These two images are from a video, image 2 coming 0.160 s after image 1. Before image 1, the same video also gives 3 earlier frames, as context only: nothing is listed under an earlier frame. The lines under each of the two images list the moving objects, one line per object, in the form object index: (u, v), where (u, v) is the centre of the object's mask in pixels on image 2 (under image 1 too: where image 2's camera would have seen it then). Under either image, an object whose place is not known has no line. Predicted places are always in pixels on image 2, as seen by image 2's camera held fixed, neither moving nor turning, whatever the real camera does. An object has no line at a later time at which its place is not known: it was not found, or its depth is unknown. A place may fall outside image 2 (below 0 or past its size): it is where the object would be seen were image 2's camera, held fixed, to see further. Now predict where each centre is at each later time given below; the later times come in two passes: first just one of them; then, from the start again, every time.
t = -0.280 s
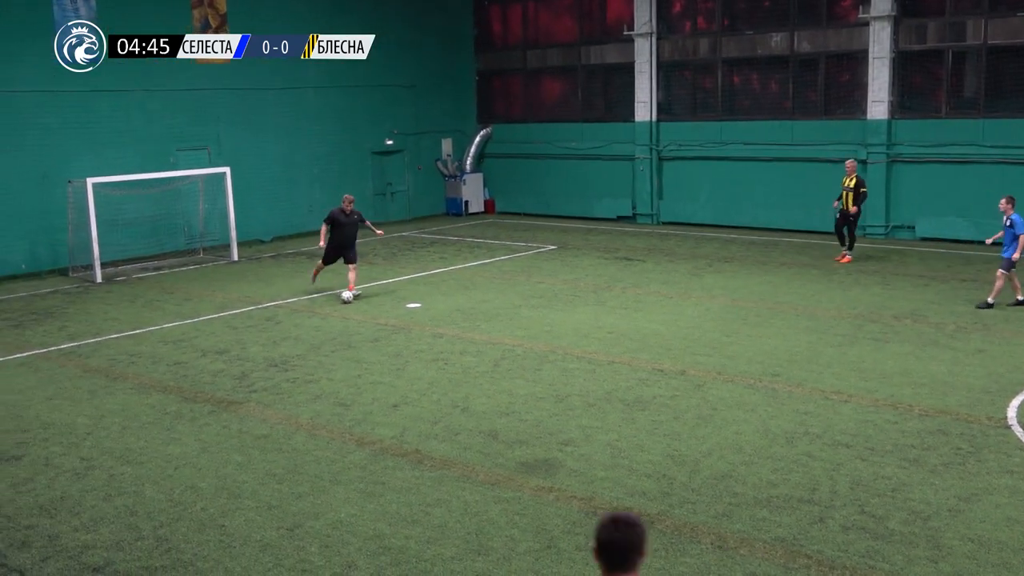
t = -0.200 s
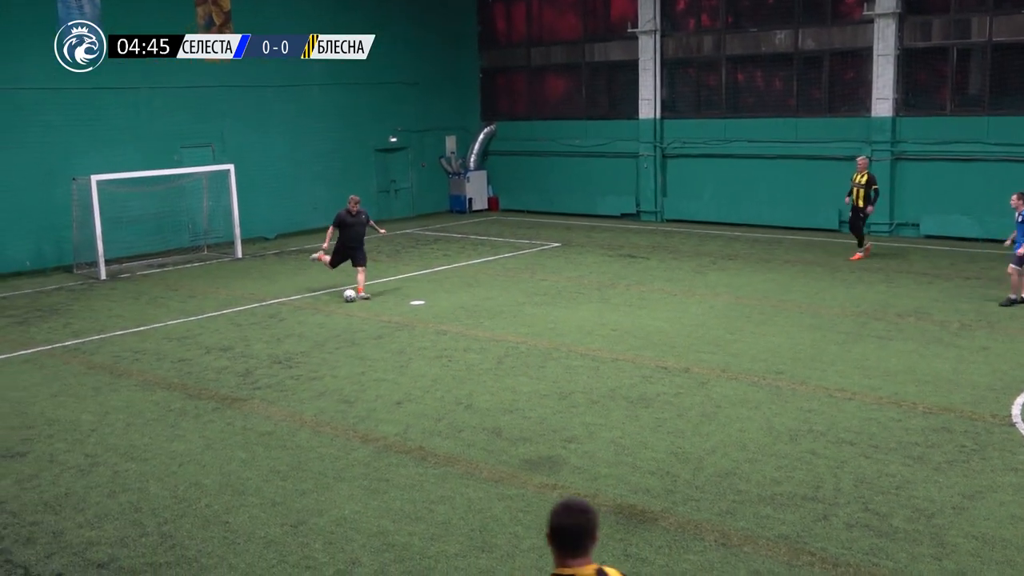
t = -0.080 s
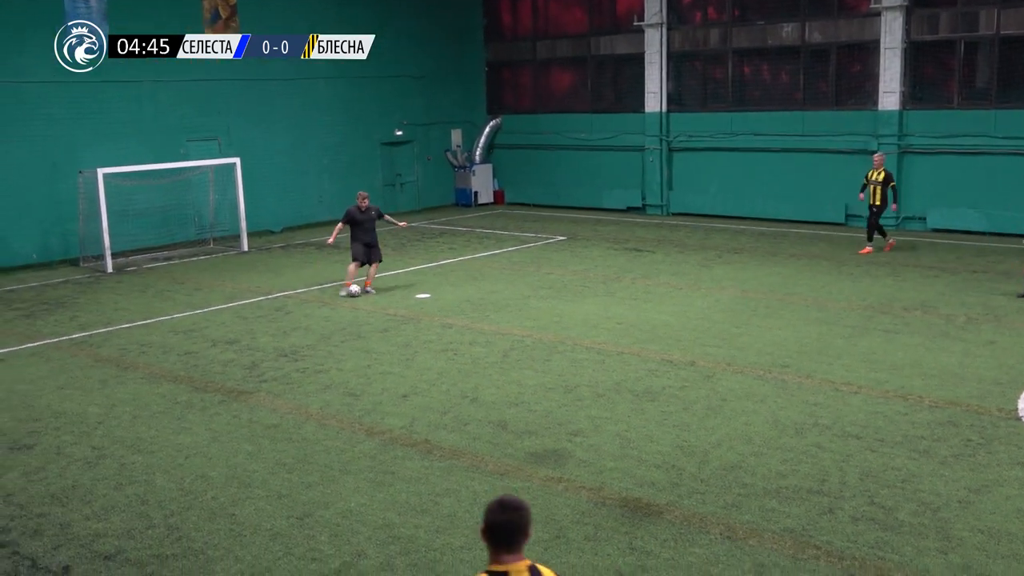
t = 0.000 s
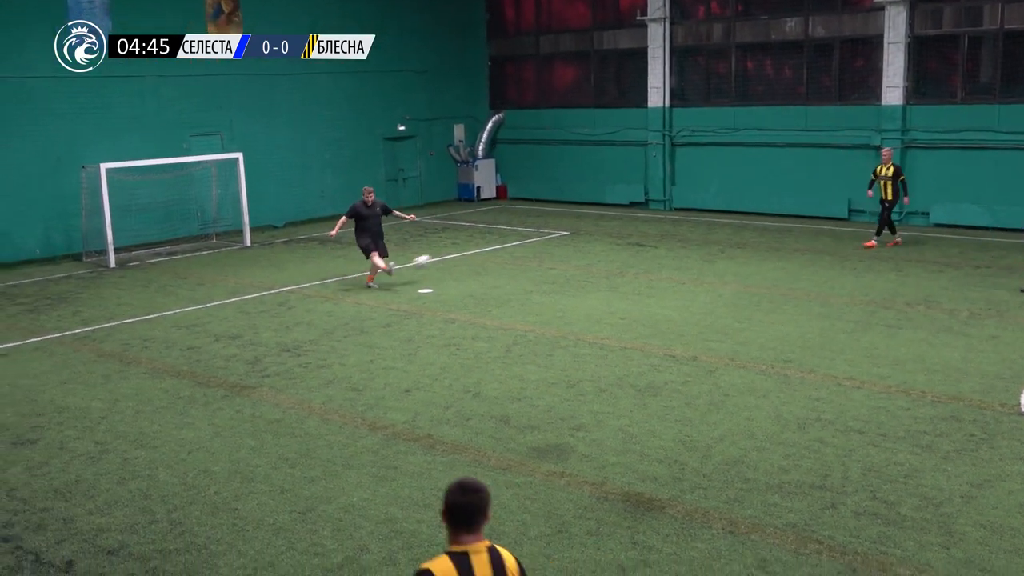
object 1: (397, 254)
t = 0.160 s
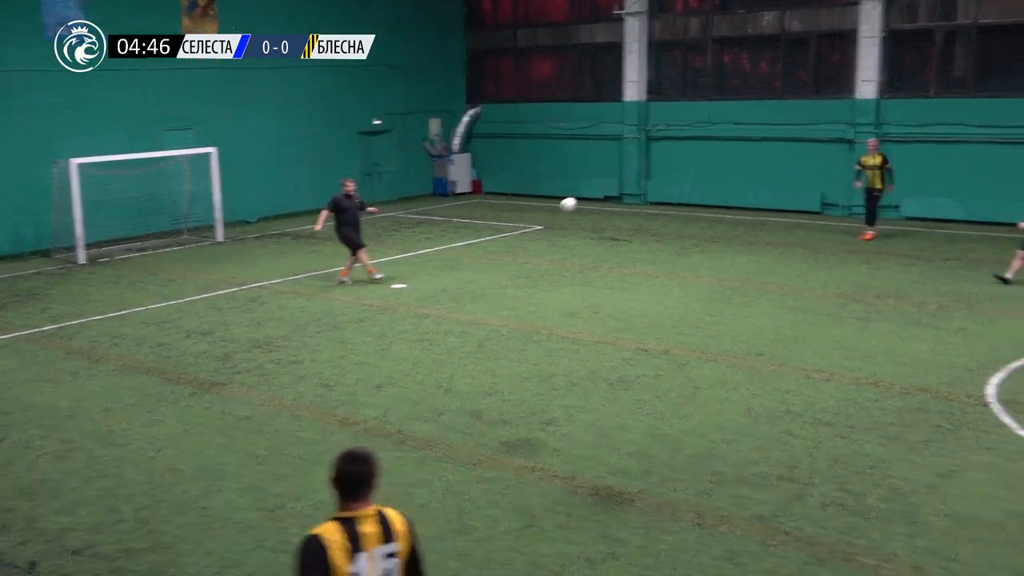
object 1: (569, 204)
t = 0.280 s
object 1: (721, 168)
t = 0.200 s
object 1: (616, 192)
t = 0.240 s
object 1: (667, 179)
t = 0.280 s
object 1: (721, 168)
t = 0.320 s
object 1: (778, 155)
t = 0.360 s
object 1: (838, 143)
